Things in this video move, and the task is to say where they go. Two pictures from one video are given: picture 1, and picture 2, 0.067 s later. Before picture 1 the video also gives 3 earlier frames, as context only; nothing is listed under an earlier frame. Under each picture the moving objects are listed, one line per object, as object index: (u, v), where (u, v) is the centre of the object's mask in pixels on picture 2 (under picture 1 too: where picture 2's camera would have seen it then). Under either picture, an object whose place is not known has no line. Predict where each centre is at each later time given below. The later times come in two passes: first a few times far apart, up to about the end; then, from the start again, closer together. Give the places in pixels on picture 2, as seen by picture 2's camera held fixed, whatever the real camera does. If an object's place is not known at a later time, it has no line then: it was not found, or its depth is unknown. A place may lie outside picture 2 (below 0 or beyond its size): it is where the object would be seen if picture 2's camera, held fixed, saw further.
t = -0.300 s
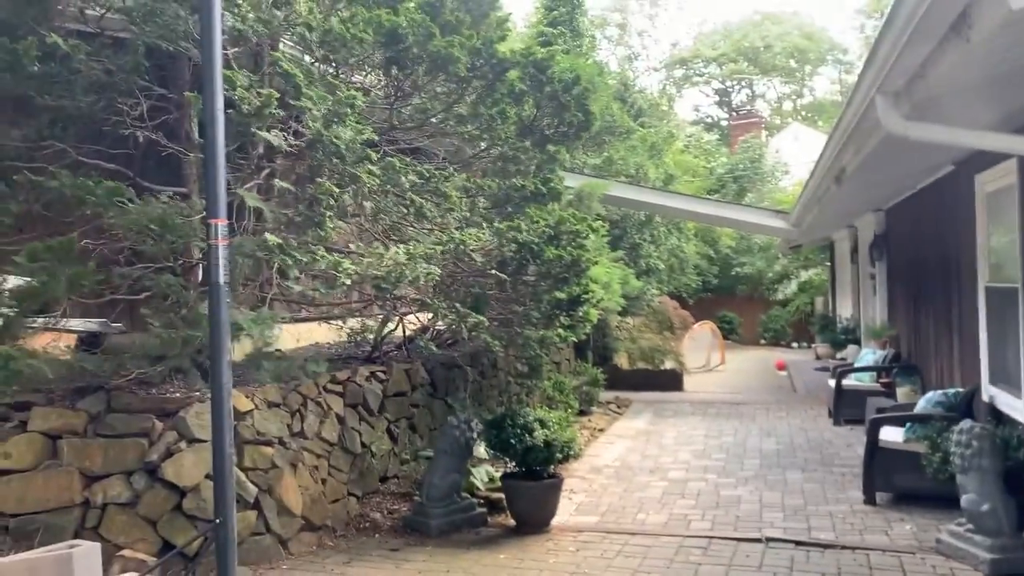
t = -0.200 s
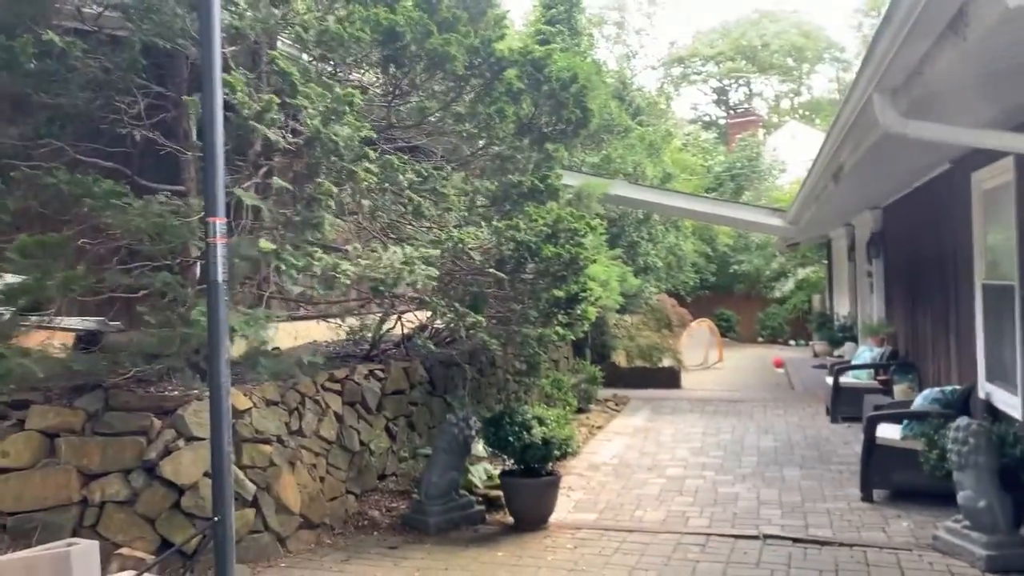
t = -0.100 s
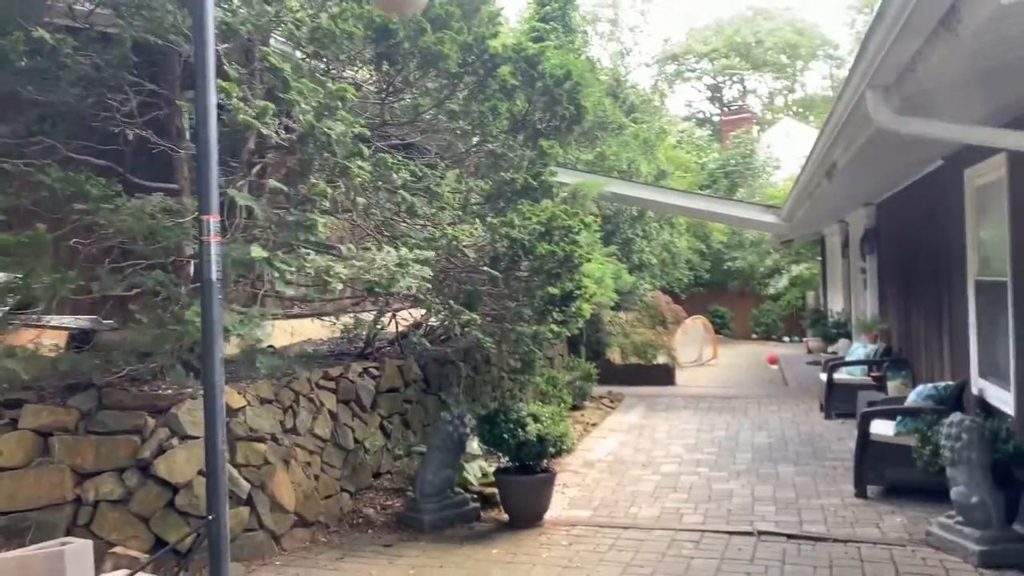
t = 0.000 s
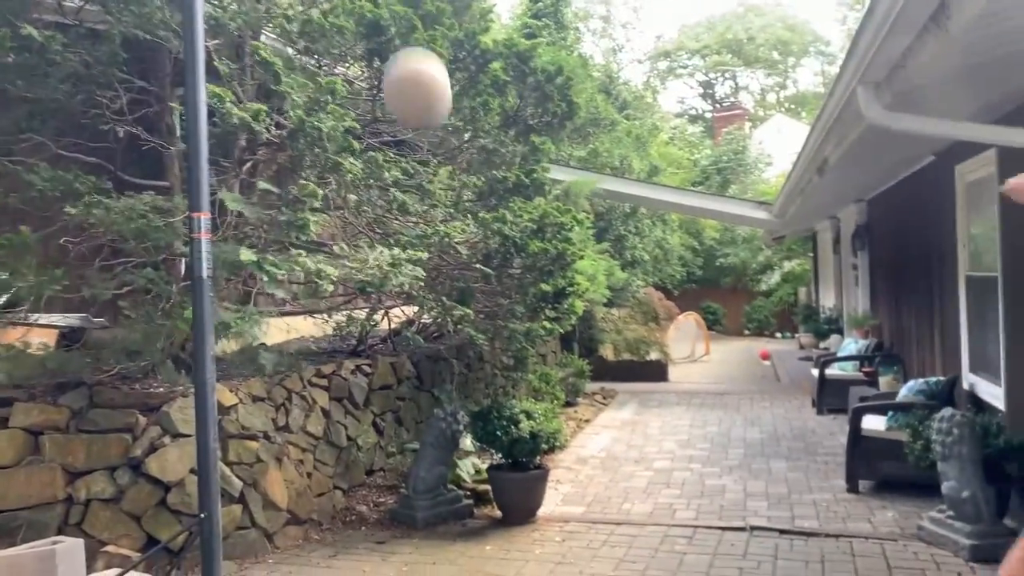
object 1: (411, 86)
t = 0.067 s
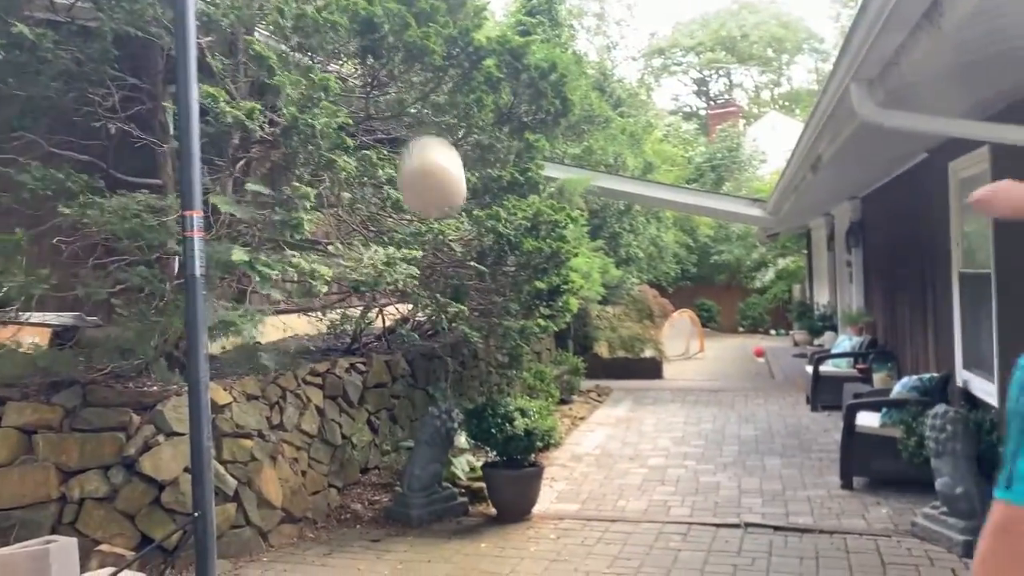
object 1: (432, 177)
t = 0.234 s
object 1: (478, 462)
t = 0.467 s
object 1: (510, 454)
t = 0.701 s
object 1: (518, 228)
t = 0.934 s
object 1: (526, 153)
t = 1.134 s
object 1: (533, 218)
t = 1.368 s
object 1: (543, 462)
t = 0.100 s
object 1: (443, 228)
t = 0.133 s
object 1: (452, 282)
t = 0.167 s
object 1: (460, 342)
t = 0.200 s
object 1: (469, 399)
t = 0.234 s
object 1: (478, 462)
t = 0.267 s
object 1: (486, 526)
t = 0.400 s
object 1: (507, 540)
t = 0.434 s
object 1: (506, 495)
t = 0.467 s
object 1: (510, 454)
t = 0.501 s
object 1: (511, 412)
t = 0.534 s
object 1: (512, 373)
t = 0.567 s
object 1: (513, 338)
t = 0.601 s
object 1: (515, 307)
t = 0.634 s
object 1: (516, 278)
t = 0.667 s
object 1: (517, 251)
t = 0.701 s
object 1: (518, 228)
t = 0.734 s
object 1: (520, 207)
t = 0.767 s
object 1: (520, 190)
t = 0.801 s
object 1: (521, 176)
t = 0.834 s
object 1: (523, 165)
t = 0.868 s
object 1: (524, 158)
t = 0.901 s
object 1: (525, 154)
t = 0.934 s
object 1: (526, 153)
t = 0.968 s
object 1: (528, 155)
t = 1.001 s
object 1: (528, 160)
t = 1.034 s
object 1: (530, 169)
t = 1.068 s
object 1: (531, 182)
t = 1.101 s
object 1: (532, 199)
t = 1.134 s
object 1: (533, 218)
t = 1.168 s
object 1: (534, 242)
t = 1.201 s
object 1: (534, 269)
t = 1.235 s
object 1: (536, 300)
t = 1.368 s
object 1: (543, 462)
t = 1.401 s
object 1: (546, 515)
